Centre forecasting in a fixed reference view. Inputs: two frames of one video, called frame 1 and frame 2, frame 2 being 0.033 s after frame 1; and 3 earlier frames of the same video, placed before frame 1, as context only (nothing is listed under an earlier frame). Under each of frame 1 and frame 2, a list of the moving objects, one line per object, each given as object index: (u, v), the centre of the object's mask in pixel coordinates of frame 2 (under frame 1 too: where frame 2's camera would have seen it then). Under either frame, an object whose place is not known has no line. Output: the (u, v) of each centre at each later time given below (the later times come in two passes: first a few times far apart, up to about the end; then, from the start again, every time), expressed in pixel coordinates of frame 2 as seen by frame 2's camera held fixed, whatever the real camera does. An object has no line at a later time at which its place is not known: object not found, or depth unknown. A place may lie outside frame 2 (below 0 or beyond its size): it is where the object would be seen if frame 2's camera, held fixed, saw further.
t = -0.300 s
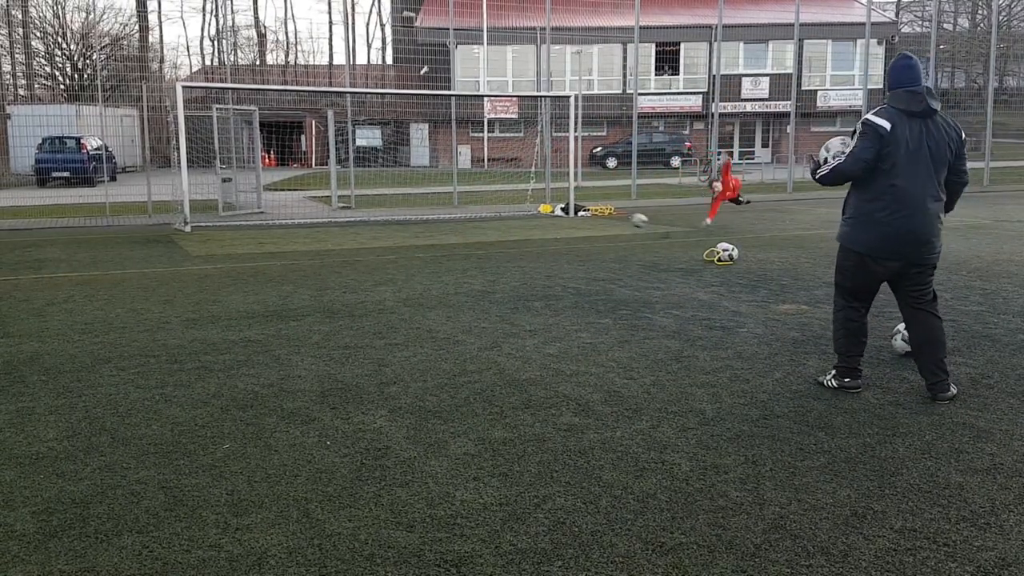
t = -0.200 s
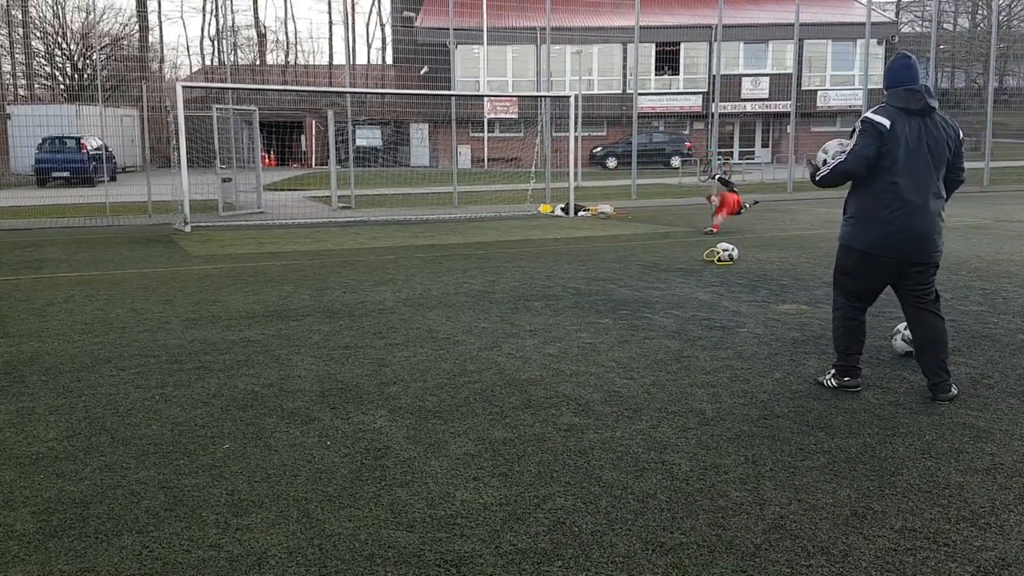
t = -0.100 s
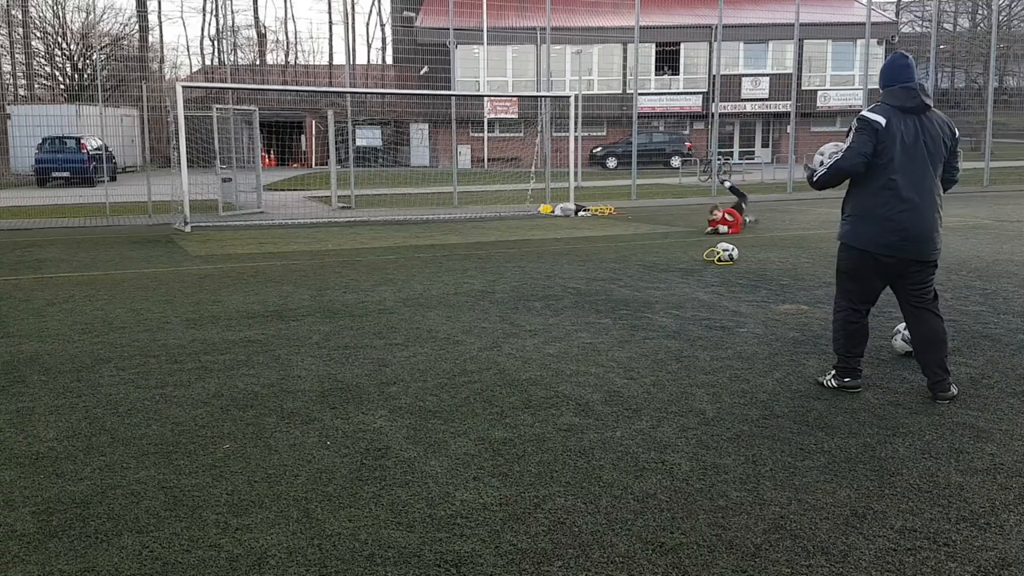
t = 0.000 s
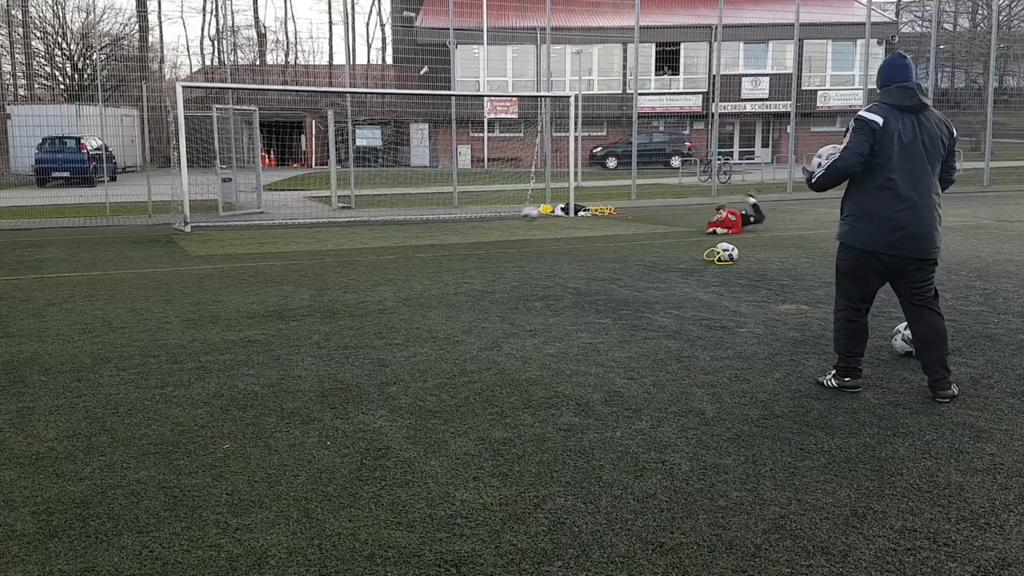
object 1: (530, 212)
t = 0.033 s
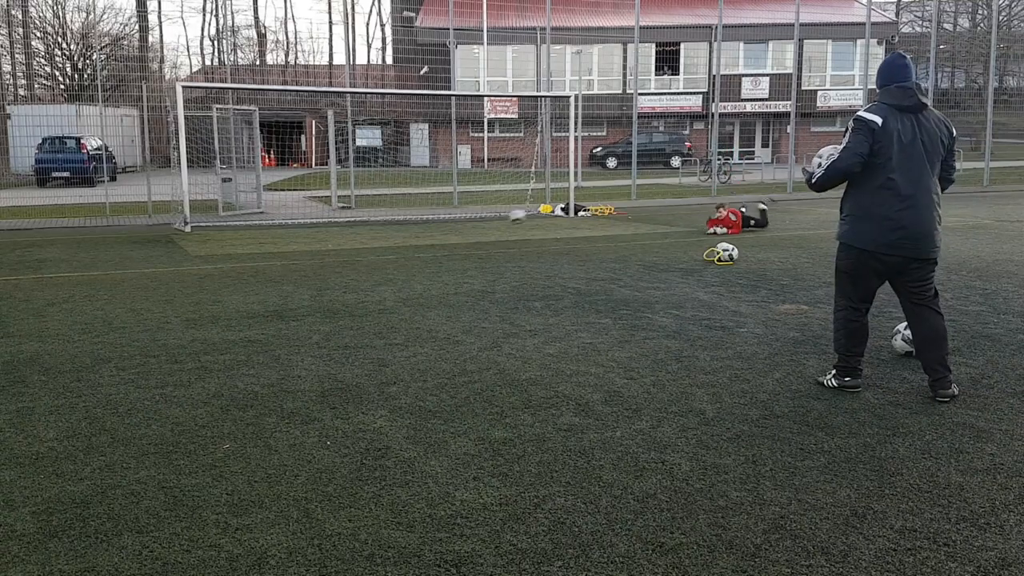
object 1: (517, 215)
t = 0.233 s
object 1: (443, 237)
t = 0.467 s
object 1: (373, 233)
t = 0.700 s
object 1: (298, 242)
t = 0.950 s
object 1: (214, 246)
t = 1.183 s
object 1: (137, 249)
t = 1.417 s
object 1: (60, 253)
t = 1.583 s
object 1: (8, 256)
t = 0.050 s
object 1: (511, 217)
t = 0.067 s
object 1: (504, 218)
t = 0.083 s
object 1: (498, 222)
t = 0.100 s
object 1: (492, 224)
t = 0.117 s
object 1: (485, 227)
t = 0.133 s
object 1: (479, 229)
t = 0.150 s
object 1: (472, 232)
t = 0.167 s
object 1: (466, 235)
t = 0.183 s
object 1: (459, 239)
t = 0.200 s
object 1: (453, 241)
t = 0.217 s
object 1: (448, 239)
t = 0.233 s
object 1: (443, 237)
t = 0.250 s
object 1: (439, 236)
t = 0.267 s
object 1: (433, 235)
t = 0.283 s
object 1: (428, 233)
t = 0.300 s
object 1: (424, 232)
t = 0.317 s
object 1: (419, 231)
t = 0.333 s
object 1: (413, 231)
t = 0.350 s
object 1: (409, 230)
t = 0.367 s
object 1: (403, 231)
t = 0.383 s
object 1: (399, 230)
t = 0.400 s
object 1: (393, 230)
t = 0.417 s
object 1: (388, 231)
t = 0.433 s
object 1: (383, 232)
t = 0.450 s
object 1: (378, 232)
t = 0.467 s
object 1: (373, 233)
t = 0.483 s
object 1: (368, 234)
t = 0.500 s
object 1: (363, 236)
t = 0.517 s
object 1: (358, 238)
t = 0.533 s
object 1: (353, 239)
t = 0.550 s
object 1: (348, 241)
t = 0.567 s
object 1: (342, 244)
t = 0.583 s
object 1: (337, 245)
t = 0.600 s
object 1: (332, 244)
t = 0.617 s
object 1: (326, 243)
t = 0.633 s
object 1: (321, 243)
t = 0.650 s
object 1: (315, 242)
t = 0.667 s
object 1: (310, 242)
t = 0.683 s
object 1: (303, 242)
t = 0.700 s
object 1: (298, 242)
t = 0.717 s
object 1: (293, 243)
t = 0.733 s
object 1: (287, 242)
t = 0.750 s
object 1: (282, 243)
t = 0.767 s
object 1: (277, 243)
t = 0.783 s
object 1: (271, 245)
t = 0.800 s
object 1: (265, 246)
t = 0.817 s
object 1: (259, 247)
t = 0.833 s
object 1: (253, 247)
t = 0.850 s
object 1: (248, 246)
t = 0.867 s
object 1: (243, 246)
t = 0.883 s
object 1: (237, 246)
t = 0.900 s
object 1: (232, 245)
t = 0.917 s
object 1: (226, 245)
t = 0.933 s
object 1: (220, 245)
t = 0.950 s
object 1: (214, 246)
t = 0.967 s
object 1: (209, 247)
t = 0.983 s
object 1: (203, 248)
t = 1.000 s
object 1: (198, 248)
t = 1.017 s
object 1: (192, 250)
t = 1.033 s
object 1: (187, 250)
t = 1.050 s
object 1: (182, 249)
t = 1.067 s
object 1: (176, 248)
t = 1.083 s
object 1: (170, 248)
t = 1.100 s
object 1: (164, 247)
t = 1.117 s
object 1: (159, 247)
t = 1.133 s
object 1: (154, 247)
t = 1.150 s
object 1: (148, 247)
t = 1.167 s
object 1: (143, 248)
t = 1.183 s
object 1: (137, 249)
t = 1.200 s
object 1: (132, 250)
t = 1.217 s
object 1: (126, 252)
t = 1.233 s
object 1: (121, 253)
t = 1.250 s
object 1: (115, 253)
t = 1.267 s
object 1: (110, 253)
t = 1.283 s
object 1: (104, 252)
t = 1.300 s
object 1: (98, 252)
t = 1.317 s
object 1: (93, 252)
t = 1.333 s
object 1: (87, 252)
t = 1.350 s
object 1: (82, 253)
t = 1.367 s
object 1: (76, 253)
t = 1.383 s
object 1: (71, 255)
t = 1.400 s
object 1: (65, 254)
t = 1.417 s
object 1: (60, 253)
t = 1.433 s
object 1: (54, 253)
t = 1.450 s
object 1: (49, 253)
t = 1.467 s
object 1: (44, 253)
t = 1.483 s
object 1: (38, 253)
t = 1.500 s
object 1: (33, 253)
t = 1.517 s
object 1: (28, 254)
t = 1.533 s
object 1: (21, 256)
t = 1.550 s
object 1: (16, 257)
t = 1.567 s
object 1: (10, 256)
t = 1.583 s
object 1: (8, 256)
